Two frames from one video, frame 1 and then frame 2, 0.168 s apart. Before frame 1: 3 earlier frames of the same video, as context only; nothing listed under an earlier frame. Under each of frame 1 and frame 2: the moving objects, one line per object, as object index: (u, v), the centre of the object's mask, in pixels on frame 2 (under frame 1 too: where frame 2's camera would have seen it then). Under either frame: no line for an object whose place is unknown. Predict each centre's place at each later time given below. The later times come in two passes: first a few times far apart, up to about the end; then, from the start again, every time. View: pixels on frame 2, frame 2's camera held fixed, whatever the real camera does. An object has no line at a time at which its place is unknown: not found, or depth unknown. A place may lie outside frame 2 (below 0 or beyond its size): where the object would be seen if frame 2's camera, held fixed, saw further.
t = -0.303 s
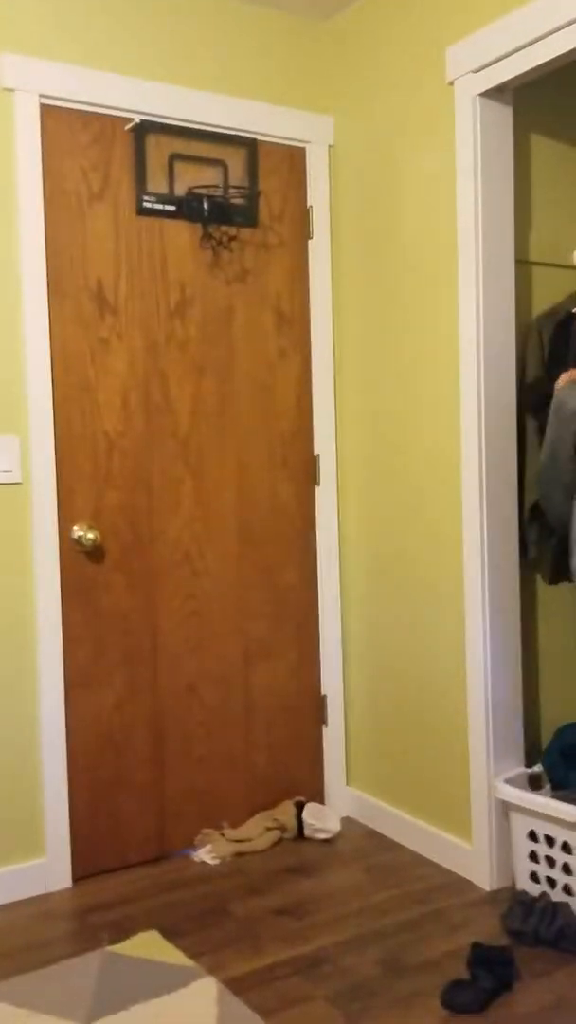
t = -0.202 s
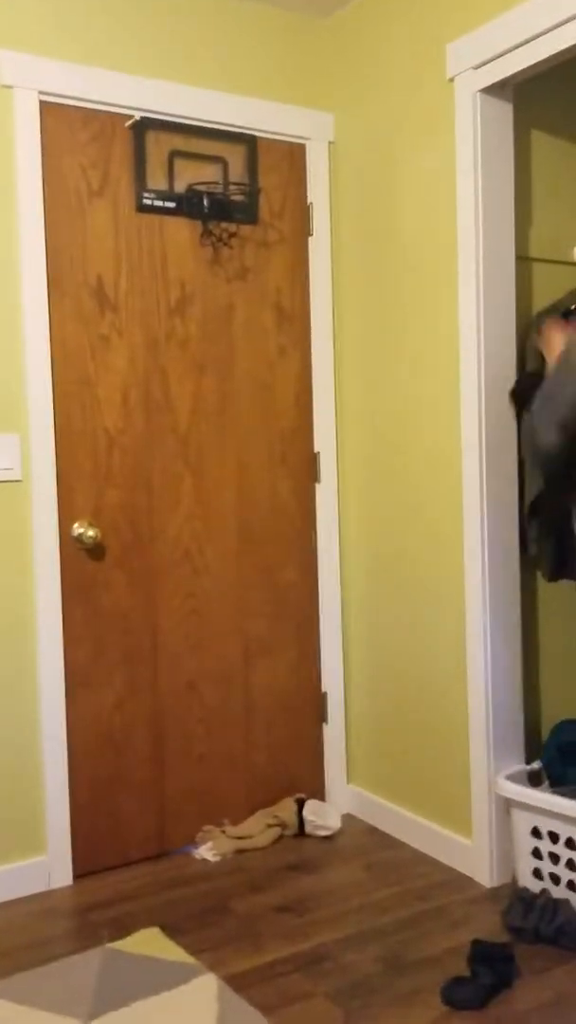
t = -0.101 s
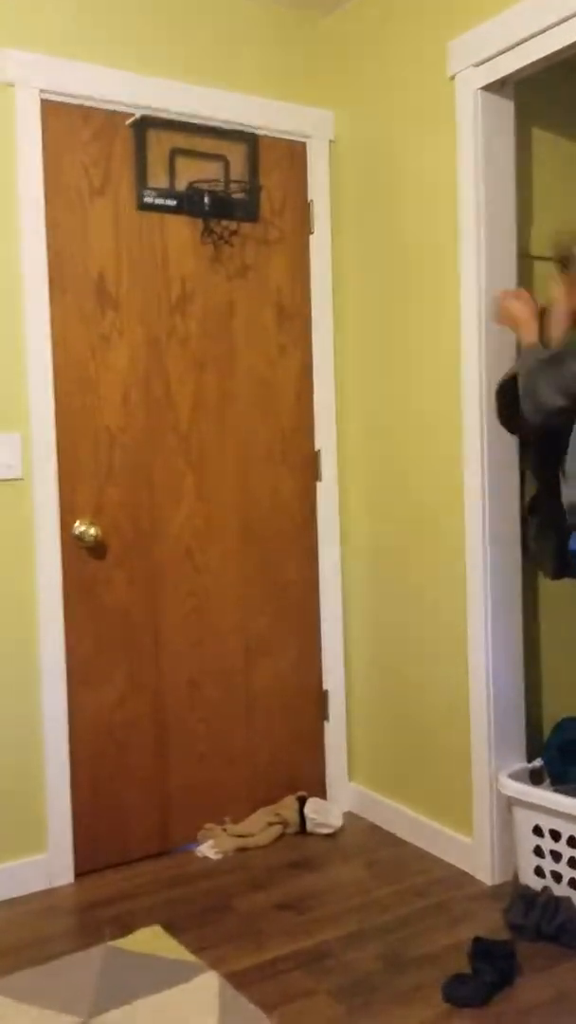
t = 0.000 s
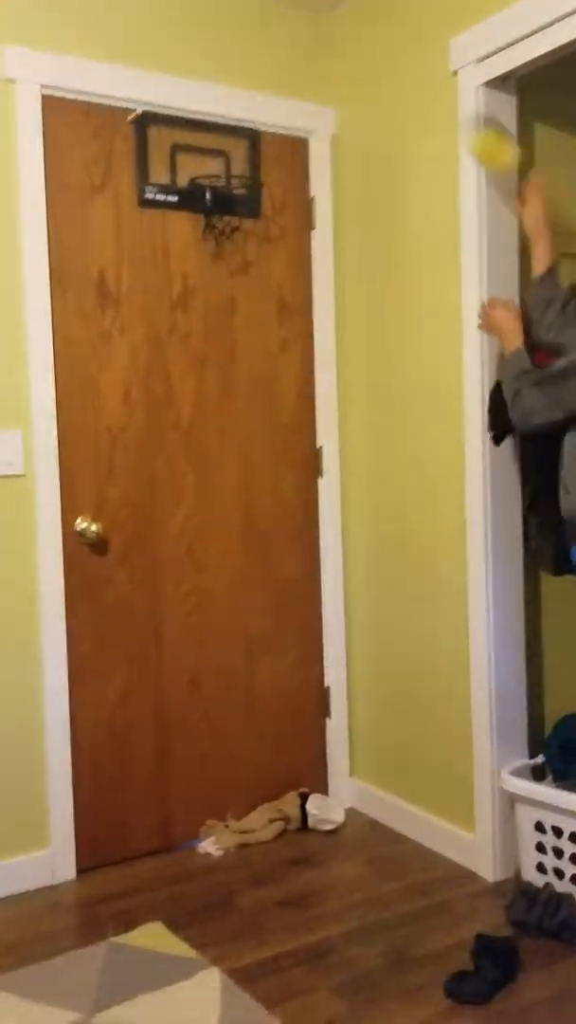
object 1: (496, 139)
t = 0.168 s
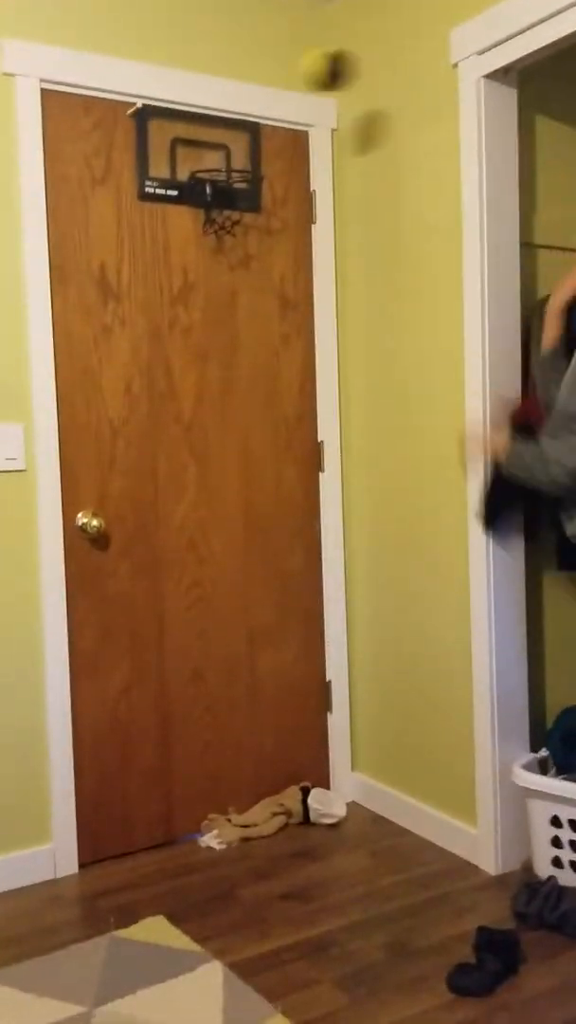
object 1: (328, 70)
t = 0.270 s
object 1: (251, 87)
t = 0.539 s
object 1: (219, 149)
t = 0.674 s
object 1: (239, 221)
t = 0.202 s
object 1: (300, 72)
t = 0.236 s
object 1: (275, 78)
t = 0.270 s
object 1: (251, 87)
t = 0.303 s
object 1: (226, 103)
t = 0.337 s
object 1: (203, 126)
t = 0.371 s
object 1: (195, 137)
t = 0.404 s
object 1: (193, 151)
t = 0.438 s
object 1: (194, 158)
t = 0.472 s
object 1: (204, 144)
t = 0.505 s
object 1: (211, 145)
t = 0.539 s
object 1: (219, 149)
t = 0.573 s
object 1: (226, 158)
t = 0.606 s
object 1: (232, 174)
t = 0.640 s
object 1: (238, 195)
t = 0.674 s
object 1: (239, 221)
